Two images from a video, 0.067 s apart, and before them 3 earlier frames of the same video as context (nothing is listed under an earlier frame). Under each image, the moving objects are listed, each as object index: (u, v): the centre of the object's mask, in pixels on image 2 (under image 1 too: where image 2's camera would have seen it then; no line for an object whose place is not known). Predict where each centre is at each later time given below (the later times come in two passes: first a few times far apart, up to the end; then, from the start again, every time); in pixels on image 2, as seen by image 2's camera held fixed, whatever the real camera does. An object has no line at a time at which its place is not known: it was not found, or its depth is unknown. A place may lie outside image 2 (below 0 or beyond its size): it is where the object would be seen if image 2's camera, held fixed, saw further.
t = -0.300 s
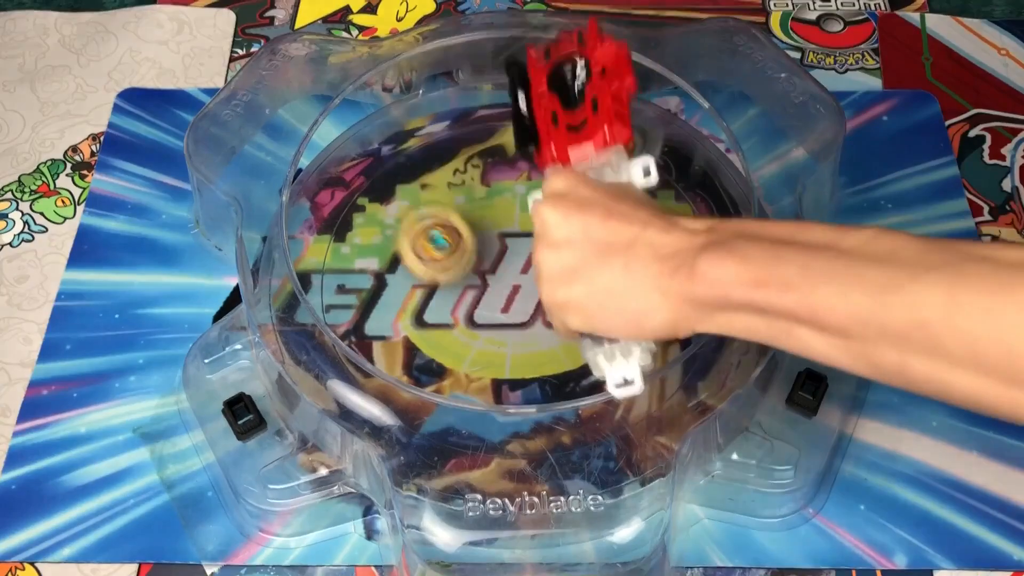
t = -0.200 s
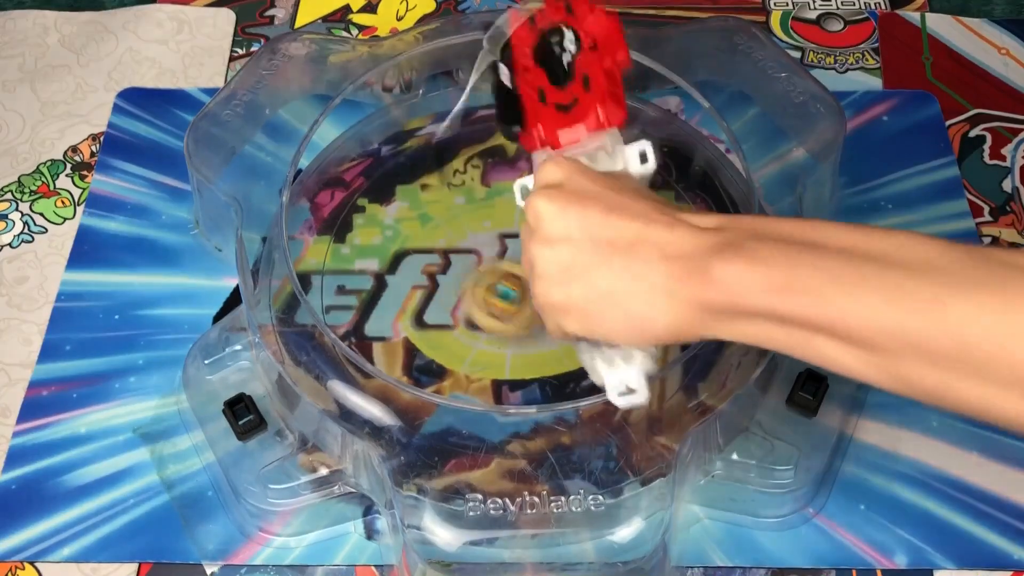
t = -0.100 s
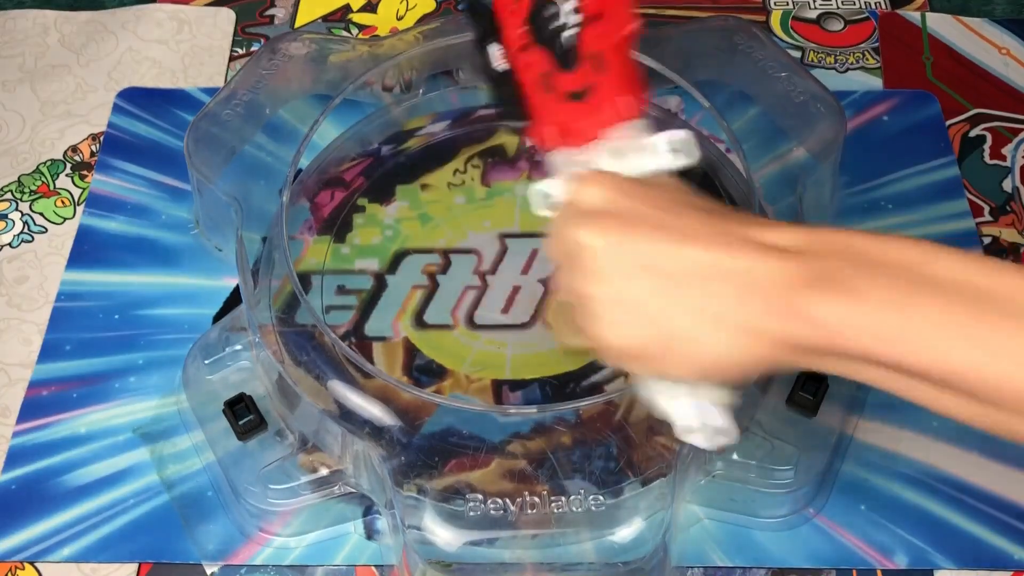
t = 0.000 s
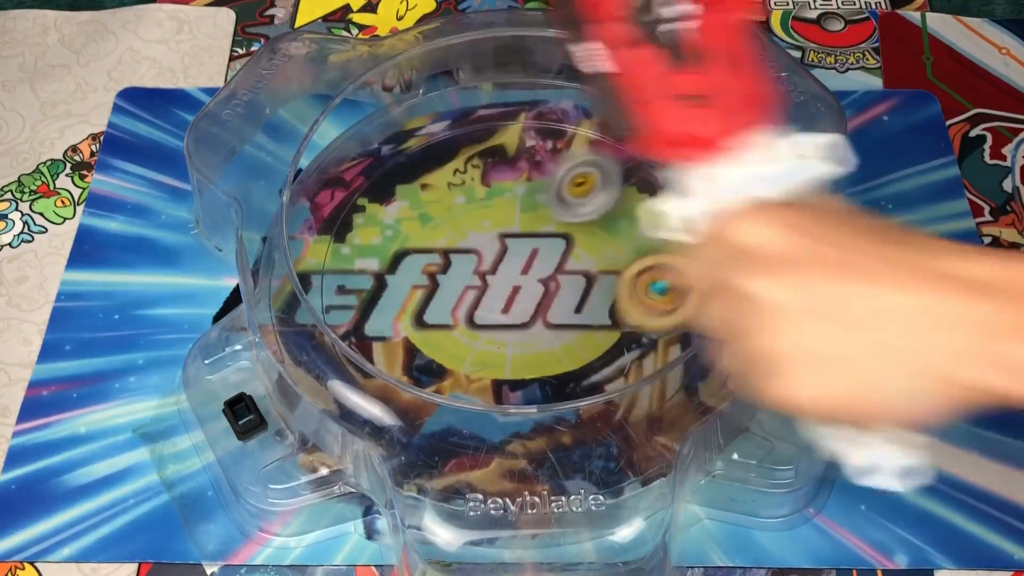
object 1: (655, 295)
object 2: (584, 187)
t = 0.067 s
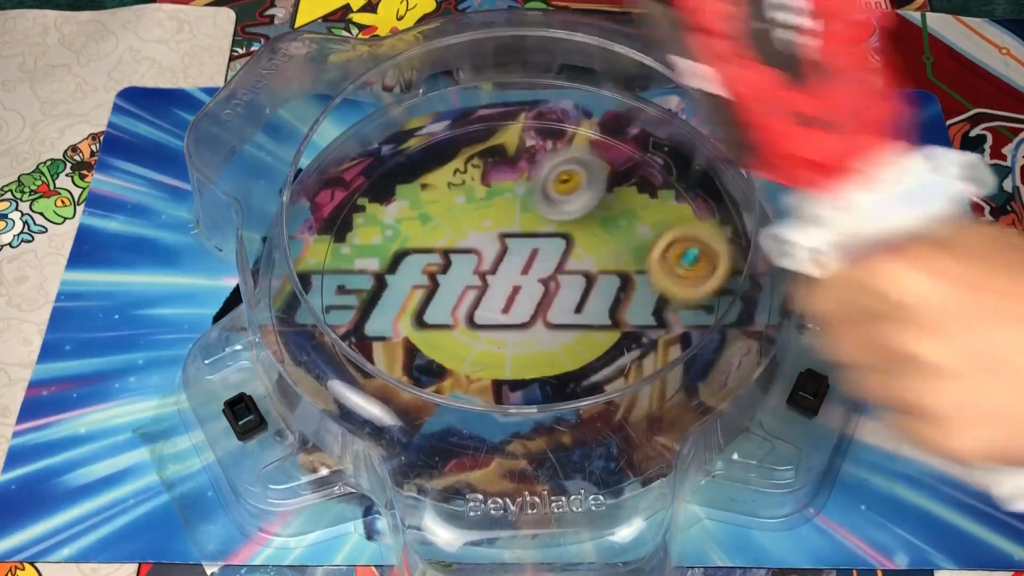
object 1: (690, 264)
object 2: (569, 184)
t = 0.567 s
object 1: (611, 239)
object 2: (402, 150)
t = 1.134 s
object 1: (592, 350)
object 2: (426, 140)
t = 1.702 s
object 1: (464, 333)
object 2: (383, 168)
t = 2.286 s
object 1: (480, 286)
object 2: (338, 273)
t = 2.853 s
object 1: (609, 157)
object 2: (408, 345)
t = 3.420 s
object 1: (613, 297)
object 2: (465, 356)
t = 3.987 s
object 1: (607, 237)
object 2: (650, 331)
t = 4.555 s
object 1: (422, 172)
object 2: (489, 294)
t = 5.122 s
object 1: (509, 258)
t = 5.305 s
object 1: (539, 176)
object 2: (505, 258)
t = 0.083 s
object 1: (693, 259)
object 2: (566, 183)
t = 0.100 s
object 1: (699, 246)
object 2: (561, 180)
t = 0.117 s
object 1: (701, 236)
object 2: (559, 179)
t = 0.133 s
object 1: (704, 226)
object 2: (555, 173)
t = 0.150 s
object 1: (703, 219)
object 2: (553, 171)
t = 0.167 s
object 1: (699, 209)
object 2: (550, 163)
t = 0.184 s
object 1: (694, 202)
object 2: (549, 162)
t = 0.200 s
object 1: (687, 195)
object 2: (547, 156)
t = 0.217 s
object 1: (680, 188)
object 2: (547, 146)
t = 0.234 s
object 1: (672, 181)
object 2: (545, 142)
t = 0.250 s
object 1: (669, 177)
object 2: (546, 140)
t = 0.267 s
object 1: (656, 169)
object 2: (544, 134)
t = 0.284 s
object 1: (652, 165)
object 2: (545, 129)
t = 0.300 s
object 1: (638, 159)
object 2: (545, 121)
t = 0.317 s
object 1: (627, 155)
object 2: (546, 117)
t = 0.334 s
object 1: (616, 152)
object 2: (547, 113)
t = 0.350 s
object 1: (615, 154)
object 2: (544, 115)
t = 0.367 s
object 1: (616, 157)
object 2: (528, 115)
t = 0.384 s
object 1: (616, 161)
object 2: (518, 119)
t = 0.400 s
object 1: (622, 171)
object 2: (499, 112)
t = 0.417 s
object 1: (623, 175)
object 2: (490, 112)
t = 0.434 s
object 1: (623, 185)
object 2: (474, 113)
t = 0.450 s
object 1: (623, 189)
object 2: (463, 121)
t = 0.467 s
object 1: (621, 199)
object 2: (451, 122)
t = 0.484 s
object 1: (620, 205)
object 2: (441, 129)
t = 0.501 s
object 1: (619, 212)
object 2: (430, 131)
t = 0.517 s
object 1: (617, 218)
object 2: (422, 138)
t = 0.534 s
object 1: (615, 225)
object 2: (414, 140)
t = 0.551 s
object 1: (613, 230)
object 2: (408, 147)
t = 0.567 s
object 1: (611, 239)
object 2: (402, 150)
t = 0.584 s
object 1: (611, 241)
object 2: (397, 156)
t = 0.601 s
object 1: (607, 252)
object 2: (393, 159)
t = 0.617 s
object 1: (607, 256)
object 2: (391, 164)
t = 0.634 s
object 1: (603, 264)
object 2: (387, 167)
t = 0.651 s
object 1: (603, 267)
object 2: (386, 169)
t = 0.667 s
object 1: (601, 277)
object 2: (384, 172)
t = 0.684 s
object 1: (601, 279)
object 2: (384, 174)
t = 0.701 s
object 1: (598, 289)
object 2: (384, 178)
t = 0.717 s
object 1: (598, 291)
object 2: (385, 180)
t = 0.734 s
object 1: (596, 299)
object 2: (386, 181)
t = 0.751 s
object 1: (596, 304)
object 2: (388, 182)
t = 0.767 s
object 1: (594, 310)
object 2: (390, 182)
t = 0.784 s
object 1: (593, 315)
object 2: (392, 182)
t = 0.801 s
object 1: (593, 318)
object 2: (394, 182)
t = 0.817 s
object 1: (592, 322)
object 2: (396, 183)
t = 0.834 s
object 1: (592, 326)
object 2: (399, 182)
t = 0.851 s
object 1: (592, 329)
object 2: (401, 181)
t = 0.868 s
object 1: (592, 333)
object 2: (405, 179)
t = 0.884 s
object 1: (592, 336)
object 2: (408, 178)
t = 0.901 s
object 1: (592, 339)
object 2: (411, 177)
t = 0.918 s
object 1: (593, 342)
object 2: (413, 177)
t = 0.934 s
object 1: (593, 344)
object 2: (417, 175)
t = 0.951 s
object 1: (593, 346)
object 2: (419, 174)
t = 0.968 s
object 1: (593, 348)
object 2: (422, 171)
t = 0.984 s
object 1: (593, 349)
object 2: (424, 170)
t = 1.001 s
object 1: (593, 350)
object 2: (427, 167)
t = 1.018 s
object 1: (593, 350)
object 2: (428, 165)
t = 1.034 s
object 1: (593, 351)
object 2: (429, 162)
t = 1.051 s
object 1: (593, 351)
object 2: (429, 159)
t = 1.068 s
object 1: (593, 351)
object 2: (429, 154)
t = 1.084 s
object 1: (593, 351)
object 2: (429, 151)
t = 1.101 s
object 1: (593, 351)
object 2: (428, 147)
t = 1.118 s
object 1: (592, 350)
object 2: (427, 144)
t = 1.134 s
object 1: (592, 350)
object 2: (426, 140)
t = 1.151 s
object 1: (591, 349)
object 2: (426, 138)
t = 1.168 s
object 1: (591, 348)
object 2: (426, 135)
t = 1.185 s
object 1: (590, 347)
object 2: (428, 136)
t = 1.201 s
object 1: (588, 346)
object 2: (431, 137)
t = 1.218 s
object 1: (587, 344)
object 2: (433, 139)
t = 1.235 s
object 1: (585, 343)
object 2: (437, 142)
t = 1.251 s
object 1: (583, 341)
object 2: (439, 143)
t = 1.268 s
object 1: (581, 339)
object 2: (441, 145)
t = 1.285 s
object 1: (579, 337)
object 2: (442, 147)
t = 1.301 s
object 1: (575, 335)
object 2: (443, 149)
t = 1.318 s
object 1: (572, 334)
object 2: (443, 151)
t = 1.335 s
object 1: (568, 332)
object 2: (442, 152)
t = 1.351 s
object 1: (566, 332)
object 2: (441, 154)
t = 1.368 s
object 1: (561, 329)
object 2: (439, 155)
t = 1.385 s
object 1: (558, 329)
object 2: (437, 157)
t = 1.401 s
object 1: (552, 328)
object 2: (434, 159)
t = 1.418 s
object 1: (548, 327)
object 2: (430, 161)
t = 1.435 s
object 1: (543, 326)
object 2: (426, 163)
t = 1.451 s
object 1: (540, 325)
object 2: (422, 165)
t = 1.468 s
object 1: (534, 325)
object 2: (419, 167)
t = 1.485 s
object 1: (531, 324)
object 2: (413, 167)
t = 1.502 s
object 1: (524, 324)
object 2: (409, 168)
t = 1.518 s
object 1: (519, 323)
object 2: (406, 169)
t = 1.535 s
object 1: (513, 324)
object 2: (402, 169)
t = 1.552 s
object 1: (509, 324)
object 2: (398, 170)
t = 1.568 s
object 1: (503, 324)
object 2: (393, 169)
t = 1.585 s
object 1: (499, 325)
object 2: (389, 170)
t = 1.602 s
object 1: (493, 325)
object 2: (385, 168)
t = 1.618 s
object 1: (489, 326)
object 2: (383, 168)
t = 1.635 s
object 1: (483, 327)
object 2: (381, 167)
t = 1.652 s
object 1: (480, 328)
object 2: (380, 167)
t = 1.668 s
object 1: (474, 330)
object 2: (380, 167)
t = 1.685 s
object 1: (468, 332)
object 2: (382, 168)
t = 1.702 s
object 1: (464, 333)
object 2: (383, 168)
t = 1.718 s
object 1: (462, 334)
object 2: (384, 169)
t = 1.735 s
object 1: (457, 335)
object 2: (386, 169)
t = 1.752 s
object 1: (454, 337)
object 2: (389, 171)
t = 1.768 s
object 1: (450, 338)
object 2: (390, 170)
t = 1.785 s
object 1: (448, 340)
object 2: (392, 171)
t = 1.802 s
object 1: (446, 342)
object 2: (393, 171)
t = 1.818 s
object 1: (444, 343)
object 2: (394, 173)
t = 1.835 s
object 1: (442, 345)
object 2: (396, 173)
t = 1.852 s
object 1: (442, 346)
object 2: (399, 177)
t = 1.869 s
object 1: (441, 348)
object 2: (400, 178)
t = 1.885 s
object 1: (441, 350)
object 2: (400, 182)
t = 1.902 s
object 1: (440, 352)
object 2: (402, 188)
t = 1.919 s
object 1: (442, 353)
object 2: (404, 191)
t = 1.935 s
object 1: (442, 355)
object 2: (404, 196)
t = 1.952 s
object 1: (444, 356)
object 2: (403, 200)
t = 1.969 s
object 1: (446, 357)
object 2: (403, 210)
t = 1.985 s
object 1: (450, 358)
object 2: (401, 213)
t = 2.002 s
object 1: (453, 358)
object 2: (399, 223)
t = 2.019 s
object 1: (458, 358)
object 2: (398, 230)
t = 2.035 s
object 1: (462, 357)
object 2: (394, 238)
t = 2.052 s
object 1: (466, 356)
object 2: (391, 242)
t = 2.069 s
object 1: (470, 354)
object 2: (388, 249)
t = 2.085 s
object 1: (474, 352)
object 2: (384, 254)
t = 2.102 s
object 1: (478, 348)
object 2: (379, 261)
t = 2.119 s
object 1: (480, 345)
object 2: (377, 264)
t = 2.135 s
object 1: (483, 341)
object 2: (371, 269)
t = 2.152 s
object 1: (485, 338)
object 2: (368, 272)
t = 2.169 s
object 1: (486, 329)
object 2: (364, 276)
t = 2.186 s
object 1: (487, 323)
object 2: (358, 279)
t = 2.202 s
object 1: (487, 316)
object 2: (354, 281)
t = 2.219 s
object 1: (486, 312)
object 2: (349, 281)
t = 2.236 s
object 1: (484, 304)
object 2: (345, 280)
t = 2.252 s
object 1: (484, 299)
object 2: (341, 278)
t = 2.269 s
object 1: (481, 290)
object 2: (339, 275)
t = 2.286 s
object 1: (480, 286)
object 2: (338, 273)
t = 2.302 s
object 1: (476, 278)
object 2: (337, 270)
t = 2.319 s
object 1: (474, 273)
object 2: (337, 267)
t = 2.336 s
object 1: (469, 266)
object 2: (335, 261)
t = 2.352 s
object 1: (466, 262)
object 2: (339, 258)
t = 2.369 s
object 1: (462, 256)
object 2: (346, 250)
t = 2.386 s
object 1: (458, 252)
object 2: (352, 247)
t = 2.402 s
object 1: (453, 248)
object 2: (359, 243)
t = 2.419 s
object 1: (464, 241)
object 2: (353, 242)
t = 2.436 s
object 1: (477, 234)
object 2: (349, 240)
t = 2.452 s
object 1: (493, 229)
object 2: (346, 241)
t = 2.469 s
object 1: (509, 223)
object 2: (338, 241)
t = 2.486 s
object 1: (524, 216)
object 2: (344, 241)
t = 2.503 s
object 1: (536, 210)
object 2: (348, 241)
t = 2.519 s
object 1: (550, 202)
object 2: (353, 244)
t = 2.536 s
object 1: (562, 197)
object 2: (357, 246)
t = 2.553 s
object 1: (571, 192)
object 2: (362, 248)
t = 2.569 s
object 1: (582, 186)
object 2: (368, 251)
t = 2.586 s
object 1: (592, 179)
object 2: (371, 253)
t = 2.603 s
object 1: (600, 175)
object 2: (376, 258)
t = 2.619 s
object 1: (606, 170)
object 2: (380, 262)
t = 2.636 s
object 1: (613, 165)
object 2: (385, 265)
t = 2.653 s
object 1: (617, 162)
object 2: (388, 273)
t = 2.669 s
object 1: (622, 159)
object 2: (391, 278)
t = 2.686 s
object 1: (625, 156)
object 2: (395, 284)
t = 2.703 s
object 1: (627, 154)
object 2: (398, 292)
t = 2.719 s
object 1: (627, 152)
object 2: (400, 297)
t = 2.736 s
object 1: (628, 151)
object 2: (403, 304)
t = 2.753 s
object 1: (627, 151)
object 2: (404, 307)
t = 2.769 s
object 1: (626, 150)
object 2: (407, 316)
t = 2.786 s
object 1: (624, 151)
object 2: (408, 319)
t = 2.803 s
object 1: (622, 152)
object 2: (409, 327)
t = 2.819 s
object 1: (619, 153)
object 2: (408, 332)
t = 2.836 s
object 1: (613, 156)
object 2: (410, 340)
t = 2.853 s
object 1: (609, 157)
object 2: (408, 345)
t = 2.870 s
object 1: (603, 161)
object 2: (409, 350)
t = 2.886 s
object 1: (599, 164)
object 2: (408, 353)
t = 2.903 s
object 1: (592, 168)
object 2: (405, 359)
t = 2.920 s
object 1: (586, 172)
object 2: (399, 364)
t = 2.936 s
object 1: (579, 177)
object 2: (395, 367)
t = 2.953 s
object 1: (574, 179)
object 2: (393, 367)
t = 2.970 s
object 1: (567, 186)
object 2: (389, 368)
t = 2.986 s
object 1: (562, 190)
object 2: (386, 367)
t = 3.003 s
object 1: (554, 196)
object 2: (381, 366)
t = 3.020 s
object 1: (547, 201)
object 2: (380, 365)
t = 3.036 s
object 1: (542, 208)
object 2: (378, 362)
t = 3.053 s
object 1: (536, 214)
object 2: (376, 359)
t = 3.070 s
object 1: (530, 219)
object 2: (375, 356)
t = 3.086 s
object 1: (525, 226)
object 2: (374, 352)
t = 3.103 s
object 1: (521, 232)
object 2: (375, 344)
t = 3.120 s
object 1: (517, 239)
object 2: (375, 339)
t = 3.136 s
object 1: (514, 245)
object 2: (380, 334)
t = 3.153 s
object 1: (512, 250)
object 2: (389, 329)
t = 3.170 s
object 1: (509, 255)
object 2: (392, 324)
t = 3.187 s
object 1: (508, 261)
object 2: (398, 322)
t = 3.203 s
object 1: (508, 267)
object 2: (411, 318)
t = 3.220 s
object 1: (509, 273)
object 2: (426, 316)
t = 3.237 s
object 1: (510, 278)
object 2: (435, 315)
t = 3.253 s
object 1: (516, 278)
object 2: (440, 316)
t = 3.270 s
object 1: (526, 280)
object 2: (444, 317)
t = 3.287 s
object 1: (536, 283)
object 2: (446, 320)
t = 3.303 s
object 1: (544, 286)
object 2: (448, 324)
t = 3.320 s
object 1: (555, 289)
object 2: (454, 329)
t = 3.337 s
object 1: (565, 292)
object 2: (456, 333)
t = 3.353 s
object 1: (578, 294)
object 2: (457, 337)
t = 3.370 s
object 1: (584, 296)
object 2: (463, 343)
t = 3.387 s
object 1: (592, 296)
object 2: (464, 347)
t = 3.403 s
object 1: (601, 298)
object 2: (465, 351)
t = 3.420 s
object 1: (613, 297)
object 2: (465, 356)
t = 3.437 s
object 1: (619, 298)
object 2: (463, 359)
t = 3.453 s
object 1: (629, 297)
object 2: (462, 361)
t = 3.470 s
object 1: (636, 296)
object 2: (458, 365)
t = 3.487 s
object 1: (647, 295)
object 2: (456, 365)
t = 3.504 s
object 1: (652, 293)
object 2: (451, 368)
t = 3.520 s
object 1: (661, 290)
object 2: (448, 366)
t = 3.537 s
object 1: (666, 287)
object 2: (444, 365)
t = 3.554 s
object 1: (672, 283)
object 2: (441, 364)
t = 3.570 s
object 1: (677, 280)
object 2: (431, 362)
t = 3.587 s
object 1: (684, 276)
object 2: (428, 359)
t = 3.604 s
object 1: (687, 273)
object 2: (426, 357)
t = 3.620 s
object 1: (690, 269)
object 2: (424, 352)
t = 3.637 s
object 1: (693, 266)
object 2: (425, 347)
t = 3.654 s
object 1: (696, 262)
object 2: (433, 342)
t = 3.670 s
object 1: (698, 256)
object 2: (436, 332)
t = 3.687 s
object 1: (699, 253)
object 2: (445, 327)
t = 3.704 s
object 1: (700, 247)
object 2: (450, 319)
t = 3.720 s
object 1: (699, 243)
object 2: (467, 312)
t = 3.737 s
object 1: (699, 239)
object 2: (476, 308)
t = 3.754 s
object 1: (695, 235)
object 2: (492, 304)
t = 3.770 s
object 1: (693, 232)
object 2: (503, 302)
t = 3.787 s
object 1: (689, 230)
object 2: (514, 299)
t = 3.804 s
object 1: (684, 227)
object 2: (529, 297)
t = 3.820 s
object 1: (679, 226)
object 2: (543, 296)
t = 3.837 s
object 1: (673, 224)
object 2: (558, 296)
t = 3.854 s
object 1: (669, 224)
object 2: (573, 298)
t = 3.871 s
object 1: (661, 224)
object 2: (584, 298)
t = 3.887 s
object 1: (654, 225)
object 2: (592, 299)
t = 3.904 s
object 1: (646, 226)
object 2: (602, 301)
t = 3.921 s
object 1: (638, 227)
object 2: (620, 308)
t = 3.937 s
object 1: (630, 228)
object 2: (627, 311)
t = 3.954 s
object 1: (622, 231)
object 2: (633, 315)
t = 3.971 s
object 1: (614, 234)
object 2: (643, 323)
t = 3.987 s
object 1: (607, 237)
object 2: (650, 331)
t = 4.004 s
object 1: (597, 239)
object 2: (651, 336)
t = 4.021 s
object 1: (590, 242)
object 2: (654, 341)
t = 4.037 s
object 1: (580, 247)
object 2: (652, 346)
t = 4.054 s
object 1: (574, 251)
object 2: (649, 353)
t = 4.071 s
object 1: (564, 255)
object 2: (654, 374)
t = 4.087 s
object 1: (558, 259)
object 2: (636, 367)
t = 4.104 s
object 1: (549, 265)
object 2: (633, 386)
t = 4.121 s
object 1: (541, 270)
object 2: (617, 392)
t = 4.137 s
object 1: (535, 274)
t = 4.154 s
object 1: (529, 279)
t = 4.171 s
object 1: (522, 285)
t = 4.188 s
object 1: (516, 292)
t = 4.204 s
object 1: (512, 296)
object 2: (550, 404)
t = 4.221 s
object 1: (505, 303)
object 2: (534, 405)
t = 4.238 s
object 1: (501, 306)
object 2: (523, 394)
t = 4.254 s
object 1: (498, 307)
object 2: (512, 391)
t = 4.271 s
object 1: (492, 308)
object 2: (502, 388)
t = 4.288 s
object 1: (486, 297)
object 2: (495, 396)
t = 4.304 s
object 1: (479, 284)
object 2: (488, 400)
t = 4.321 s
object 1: (469, 263)
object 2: (482, 404)
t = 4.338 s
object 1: (467, 259)
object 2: (473, 403)
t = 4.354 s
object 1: (460, 243)
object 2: (466, 402)
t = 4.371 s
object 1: (456, 236)
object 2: (457, 398)
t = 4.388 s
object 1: (453, 225)
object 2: (453, 393)
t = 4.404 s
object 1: (448, 218)
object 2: (447, 385)
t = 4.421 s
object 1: (443, 210)
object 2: (443, 375)
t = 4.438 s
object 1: (440, 202)
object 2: (439, 364)
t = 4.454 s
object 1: (436, 193)
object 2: (442, 359)
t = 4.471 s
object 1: (434, 189)
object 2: (441, 348)
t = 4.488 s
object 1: (431, 183)
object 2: (452, 335)
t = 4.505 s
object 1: (430, 179)
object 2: (451, 324)
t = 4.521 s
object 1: (427, 176)
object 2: (463, 310)
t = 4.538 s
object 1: (424, 174)
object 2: (470, 305)
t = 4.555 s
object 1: (422, 172)
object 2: (489, 294)
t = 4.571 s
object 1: (420, 171)
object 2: (496, 287)
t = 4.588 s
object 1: (419, 171)
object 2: (508, 278)
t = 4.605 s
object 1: (417, 171)
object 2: (519, 270)
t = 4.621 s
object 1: (416, 173)
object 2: (533, 265)
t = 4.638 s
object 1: (415, 174)
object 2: (543, 262)
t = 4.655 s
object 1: (416, 177)
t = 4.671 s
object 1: (415, 179)
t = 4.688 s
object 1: (415, 183)
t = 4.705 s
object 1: (415, 187)
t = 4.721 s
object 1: (416, 190)
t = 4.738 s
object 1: (417, 194)
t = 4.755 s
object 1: (419, 200)
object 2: (642, 258)
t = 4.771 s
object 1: (420, 204)
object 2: (649, 259)
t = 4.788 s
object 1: (423, 210)
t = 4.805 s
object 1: (425, 216)
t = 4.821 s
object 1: (429, 222)
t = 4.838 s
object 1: (430, 226)
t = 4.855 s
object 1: (434, 232)
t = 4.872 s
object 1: (437, 236)
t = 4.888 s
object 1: (442, 241)
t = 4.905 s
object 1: (444, 244)
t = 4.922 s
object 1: (450, 249)
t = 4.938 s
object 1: (453, 252)
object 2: (672, 330)
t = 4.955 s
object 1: (458, 254)
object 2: (661, 340)
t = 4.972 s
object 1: (461, 257)
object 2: (653, 346)
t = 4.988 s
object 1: (468, 259)
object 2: (644, 351)
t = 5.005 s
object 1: (471, 261)
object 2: (635, 363)
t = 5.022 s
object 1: (478, 262)
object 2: (618, 366)
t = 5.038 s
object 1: (481, 263)
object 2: (609, 366)
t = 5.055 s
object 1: (488, 263)
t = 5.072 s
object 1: (492, 263)
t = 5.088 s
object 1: (499, 262)
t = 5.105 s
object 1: (502, 261)
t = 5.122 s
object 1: (509, 258)
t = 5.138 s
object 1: (512, 256)
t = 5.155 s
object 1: (519, 253)
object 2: (519, 327)
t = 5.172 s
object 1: (522, 248)
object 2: (514, 324)
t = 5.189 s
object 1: (525, 239)
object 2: (510, 315)
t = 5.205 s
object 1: (529, 229)
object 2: (506, 310)
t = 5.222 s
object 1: (533, 214)
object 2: (505, 297)
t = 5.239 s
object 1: (533, 212)
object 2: (503, 293)
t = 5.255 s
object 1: (535, 201)
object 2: (501, 278)
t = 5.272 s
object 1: (536, 196)
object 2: (503, 269)
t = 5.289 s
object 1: (537, 187)
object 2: (506, 260)
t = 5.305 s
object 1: (539, 176)
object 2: (505, 258)
